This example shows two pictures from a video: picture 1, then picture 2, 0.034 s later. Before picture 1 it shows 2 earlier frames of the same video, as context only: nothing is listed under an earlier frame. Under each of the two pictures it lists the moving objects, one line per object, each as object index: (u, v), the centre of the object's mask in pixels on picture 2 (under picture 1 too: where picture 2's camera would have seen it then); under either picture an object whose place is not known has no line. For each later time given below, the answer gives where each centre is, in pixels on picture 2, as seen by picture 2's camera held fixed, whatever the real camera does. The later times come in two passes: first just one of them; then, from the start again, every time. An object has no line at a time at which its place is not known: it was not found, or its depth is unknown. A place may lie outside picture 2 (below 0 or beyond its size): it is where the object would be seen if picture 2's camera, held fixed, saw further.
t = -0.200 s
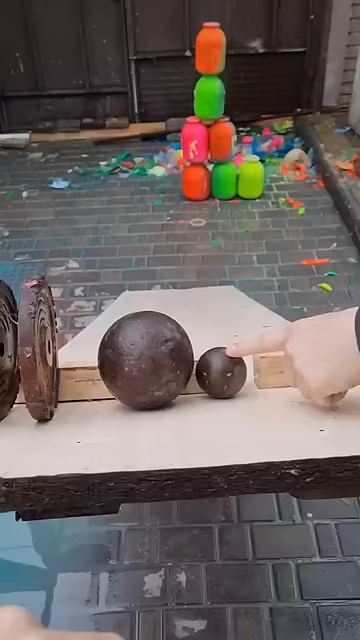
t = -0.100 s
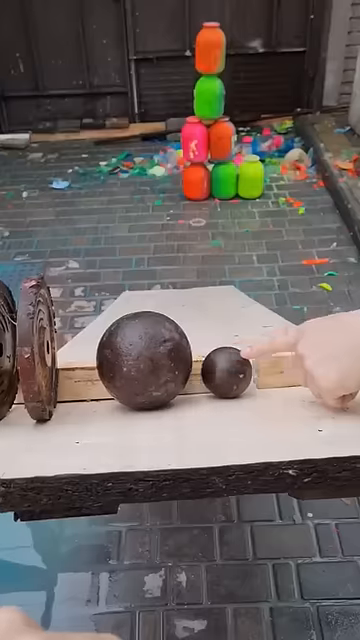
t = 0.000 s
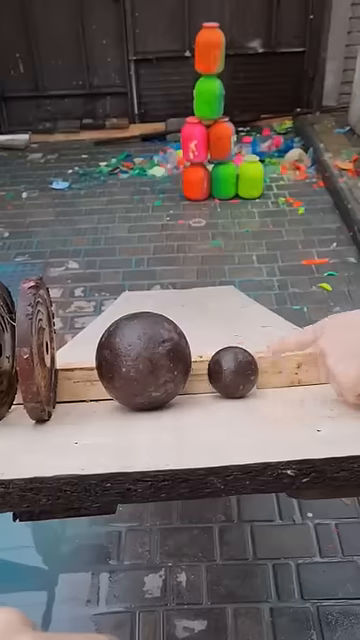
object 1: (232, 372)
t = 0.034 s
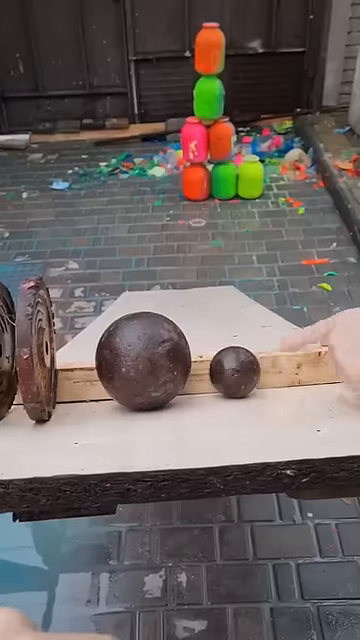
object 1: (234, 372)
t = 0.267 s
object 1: (249, 370)
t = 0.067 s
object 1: (236, 372)
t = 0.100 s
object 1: (238, 371)
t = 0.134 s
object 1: (240, 371)
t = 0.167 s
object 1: (242, 371)
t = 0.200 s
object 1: (245, 371)
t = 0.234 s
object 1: (247, 370)
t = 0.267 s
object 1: (249, 370)
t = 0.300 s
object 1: (248, 370)
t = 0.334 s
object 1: (248, 370)
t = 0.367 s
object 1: (248, 370)
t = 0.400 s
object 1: (248, 370)
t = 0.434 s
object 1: (248, 370)
